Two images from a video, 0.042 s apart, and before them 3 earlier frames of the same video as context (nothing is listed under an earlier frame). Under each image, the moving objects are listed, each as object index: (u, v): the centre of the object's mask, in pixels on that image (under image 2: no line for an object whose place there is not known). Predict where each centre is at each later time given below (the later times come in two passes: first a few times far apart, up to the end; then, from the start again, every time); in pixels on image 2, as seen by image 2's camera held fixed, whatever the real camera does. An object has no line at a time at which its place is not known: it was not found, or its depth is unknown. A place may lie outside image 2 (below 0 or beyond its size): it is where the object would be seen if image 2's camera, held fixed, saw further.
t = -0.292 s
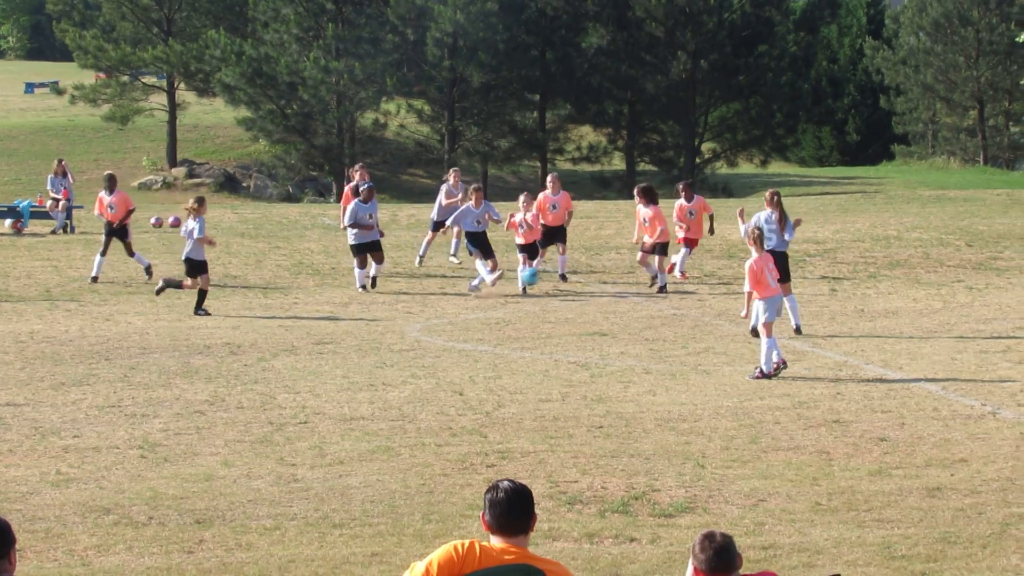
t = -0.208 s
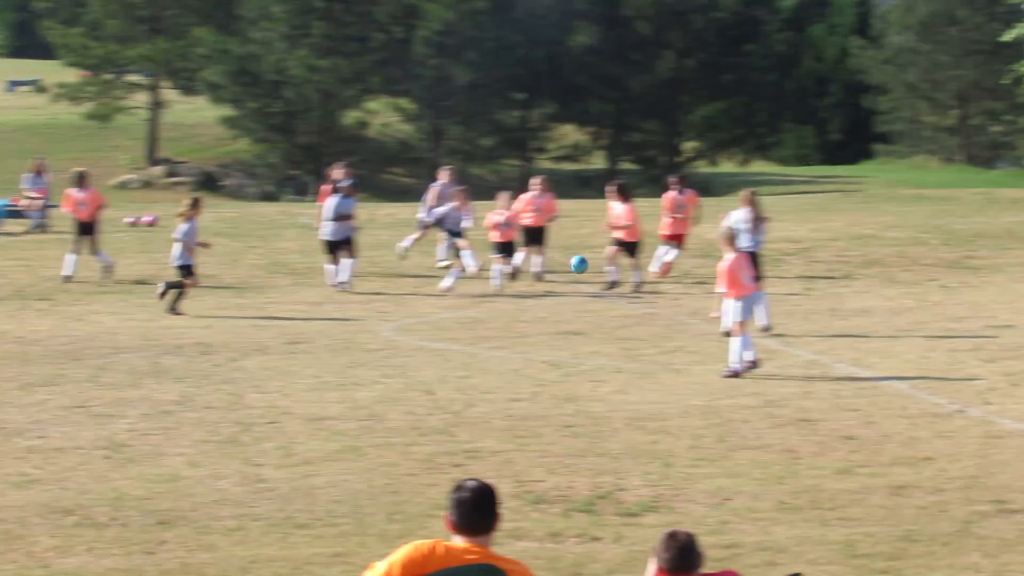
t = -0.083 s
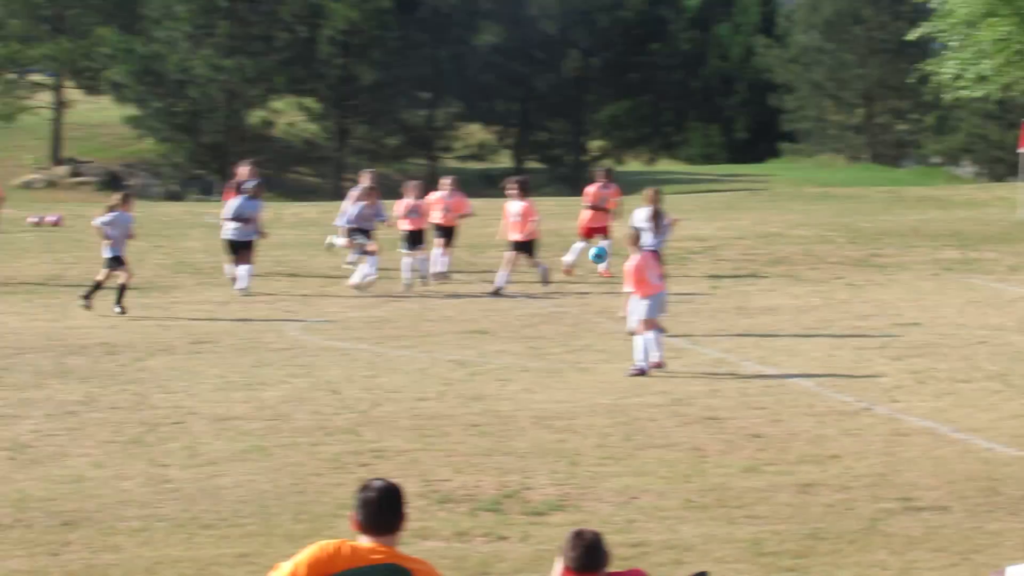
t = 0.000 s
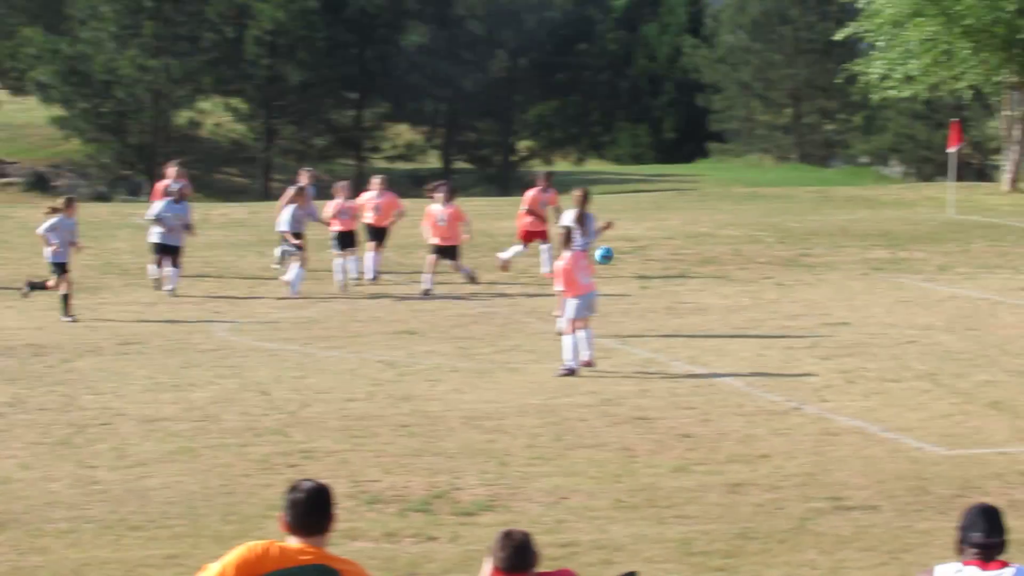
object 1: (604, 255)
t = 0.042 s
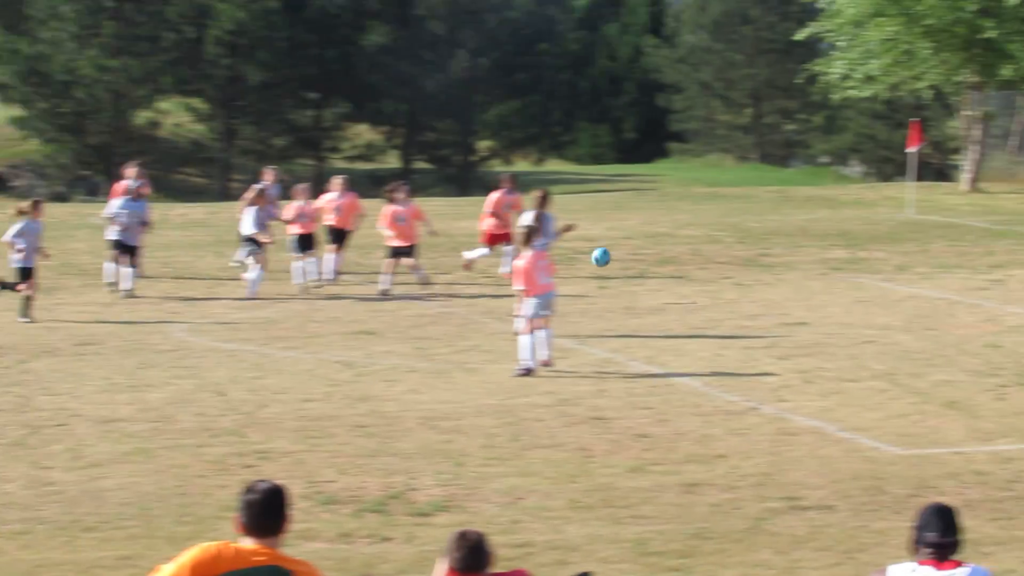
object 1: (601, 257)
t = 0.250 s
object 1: (797, 289)
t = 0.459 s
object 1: (959, 277)
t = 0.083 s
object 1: (638, 261)
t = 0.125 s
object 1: (678, 265)
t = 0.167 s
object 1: (717, 271)
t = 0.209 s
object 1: (756, 280)
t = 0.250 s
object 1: (797, 289)
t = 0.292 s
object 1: (837, 298)
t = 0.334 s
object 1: (867, 291)
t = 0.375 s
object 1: (897, 285)
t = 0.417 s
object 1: (928, 280)
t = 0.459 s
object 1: (959, 277)
